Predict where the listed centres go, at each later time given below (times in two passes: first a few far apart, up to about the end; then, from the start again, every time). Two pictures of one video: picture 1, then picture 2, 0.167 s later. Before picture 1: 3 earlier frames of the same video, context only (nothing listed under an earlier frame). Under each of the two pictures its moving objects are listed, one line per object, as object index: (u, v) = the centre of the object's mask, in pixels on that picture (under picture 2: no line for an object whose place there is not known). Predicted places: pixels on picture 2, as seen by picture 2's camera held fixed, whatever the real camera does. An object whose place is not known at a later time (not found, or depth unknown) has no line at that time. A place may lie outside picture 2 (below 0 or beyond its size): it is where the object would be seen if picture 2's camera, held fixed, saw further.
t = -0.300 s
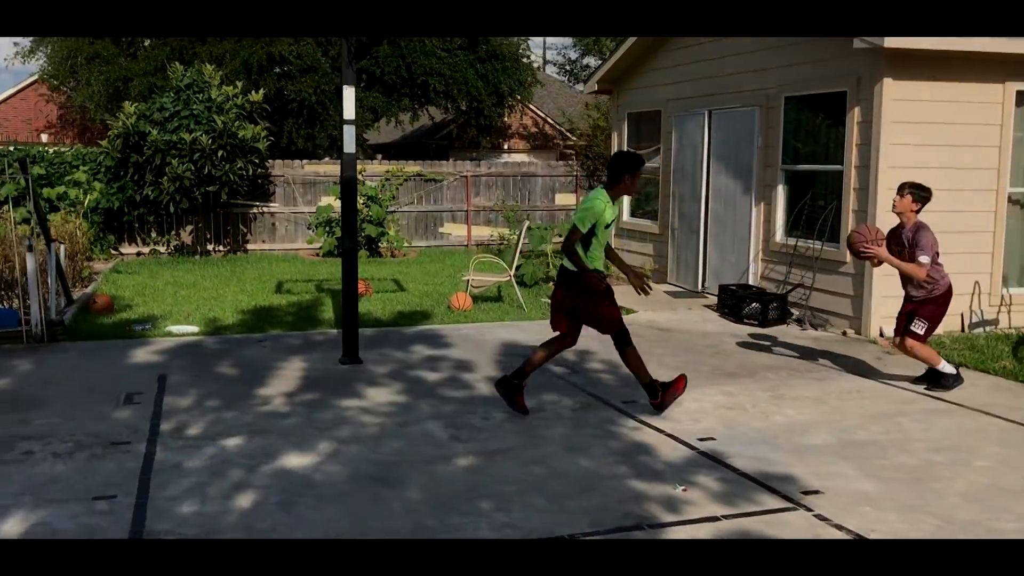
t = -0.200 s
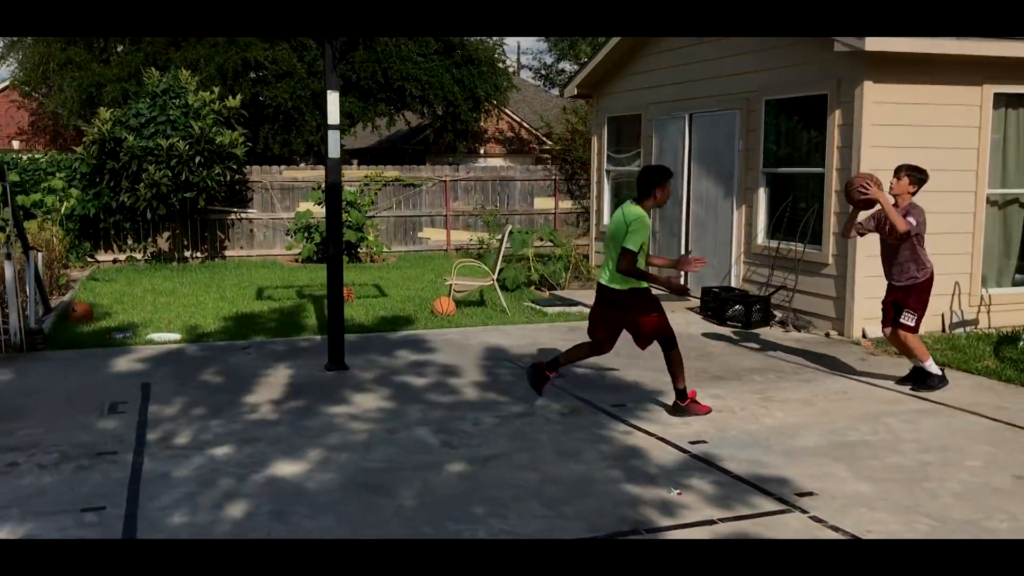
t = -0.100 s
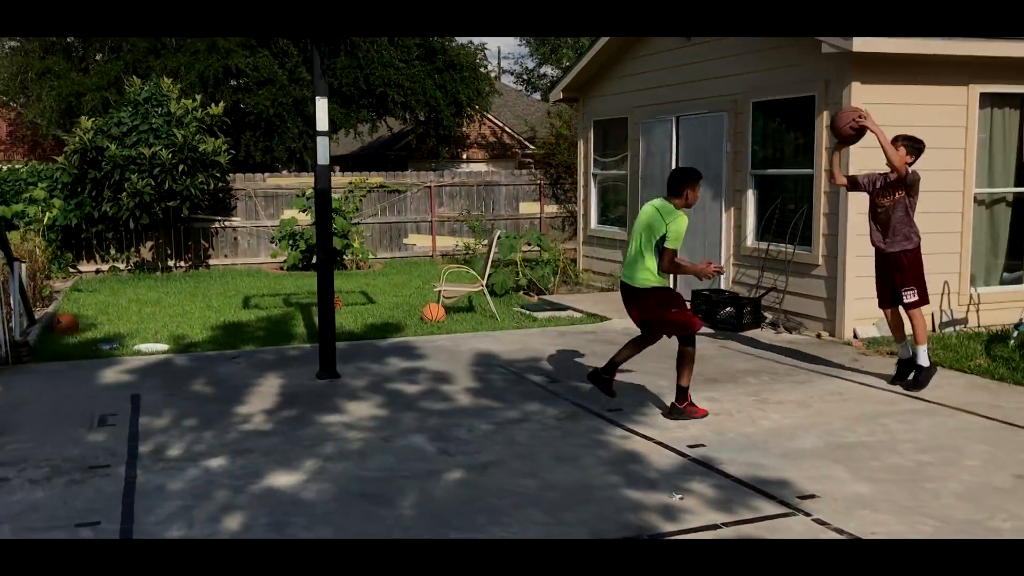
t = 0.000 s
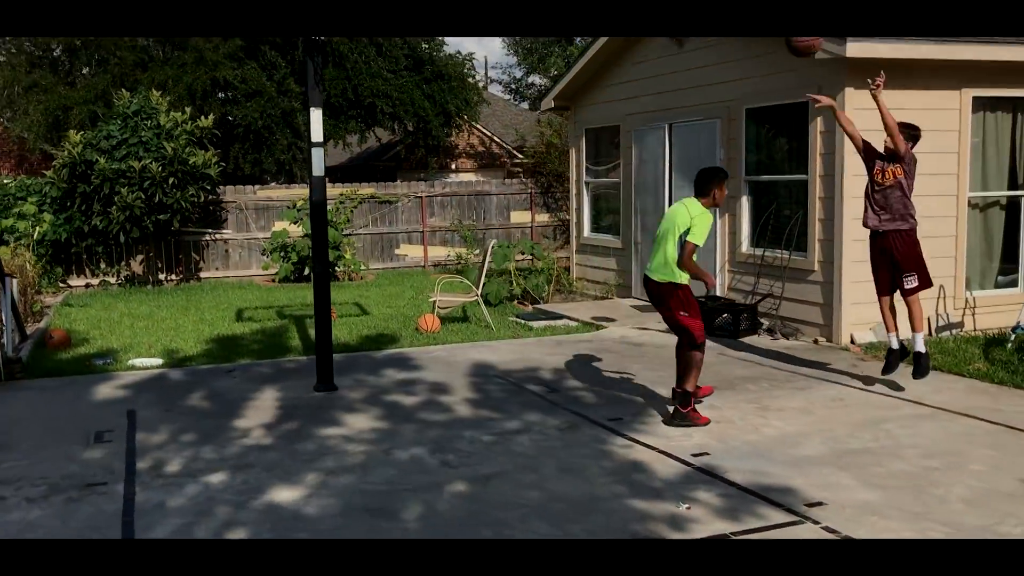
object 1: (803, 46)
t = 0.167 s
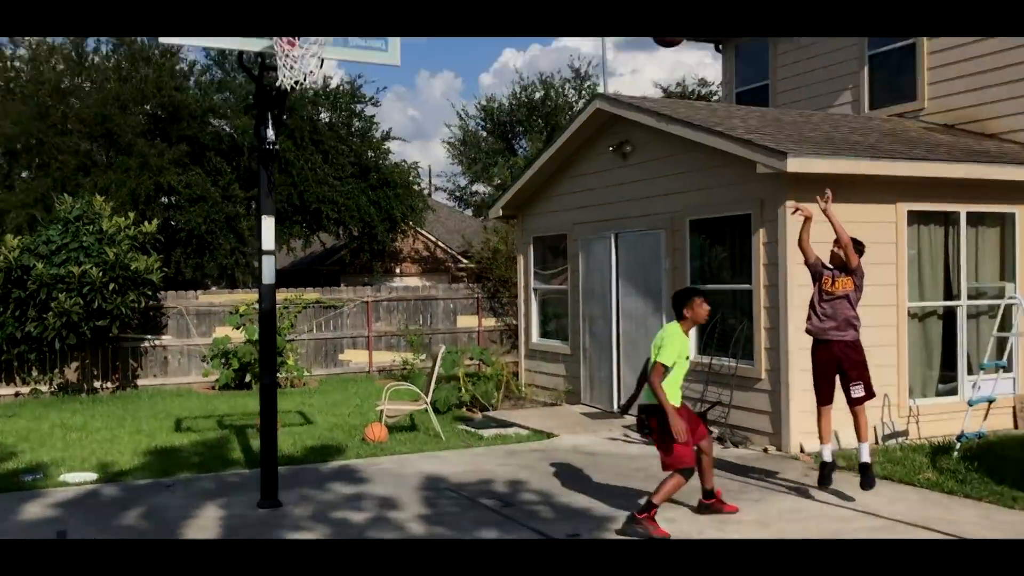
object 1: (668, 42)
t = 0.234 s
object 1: (638, -10)
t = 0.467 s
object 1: (528, -95)
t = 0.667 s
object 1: (429, -102)
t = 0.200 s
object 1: (653, 9)
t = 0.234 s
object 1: (638, -10)
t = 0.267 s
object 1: (623, -27)
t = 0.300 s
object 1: (608, -42)
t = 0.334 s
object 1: (593, -56)
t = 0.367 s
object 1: (575, -69)
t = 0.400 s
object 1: (560, -79)
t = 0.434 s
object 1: (545, -88)
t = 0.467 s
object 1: (528, -95)
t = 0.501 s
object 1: (511, -100)
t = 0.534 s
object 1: (498, -103)
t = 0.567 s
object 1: (480, -106)
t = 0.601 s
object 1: (464, -106)
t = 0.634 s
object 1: (446, -105)
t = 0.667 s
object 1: (429, -102)
